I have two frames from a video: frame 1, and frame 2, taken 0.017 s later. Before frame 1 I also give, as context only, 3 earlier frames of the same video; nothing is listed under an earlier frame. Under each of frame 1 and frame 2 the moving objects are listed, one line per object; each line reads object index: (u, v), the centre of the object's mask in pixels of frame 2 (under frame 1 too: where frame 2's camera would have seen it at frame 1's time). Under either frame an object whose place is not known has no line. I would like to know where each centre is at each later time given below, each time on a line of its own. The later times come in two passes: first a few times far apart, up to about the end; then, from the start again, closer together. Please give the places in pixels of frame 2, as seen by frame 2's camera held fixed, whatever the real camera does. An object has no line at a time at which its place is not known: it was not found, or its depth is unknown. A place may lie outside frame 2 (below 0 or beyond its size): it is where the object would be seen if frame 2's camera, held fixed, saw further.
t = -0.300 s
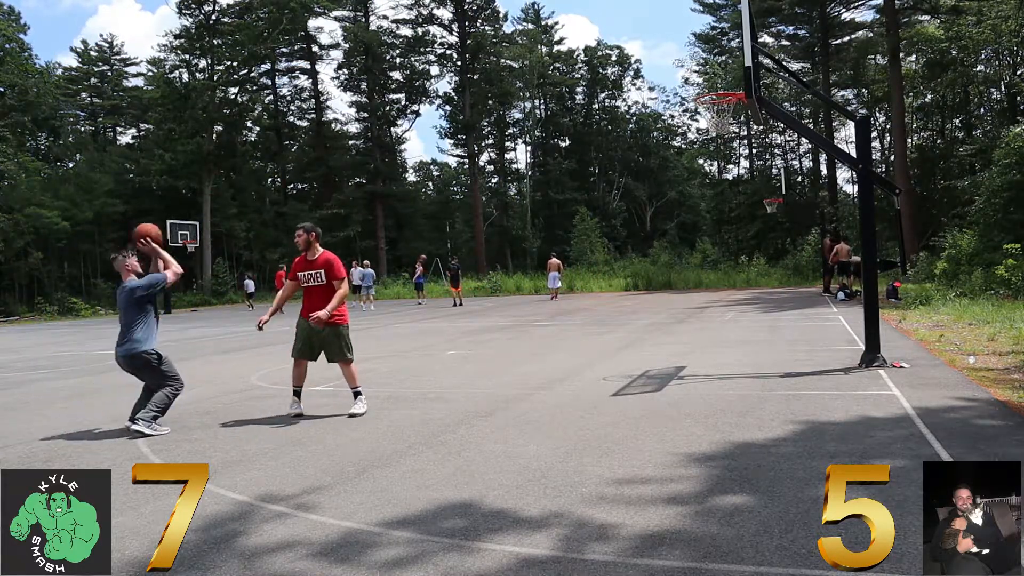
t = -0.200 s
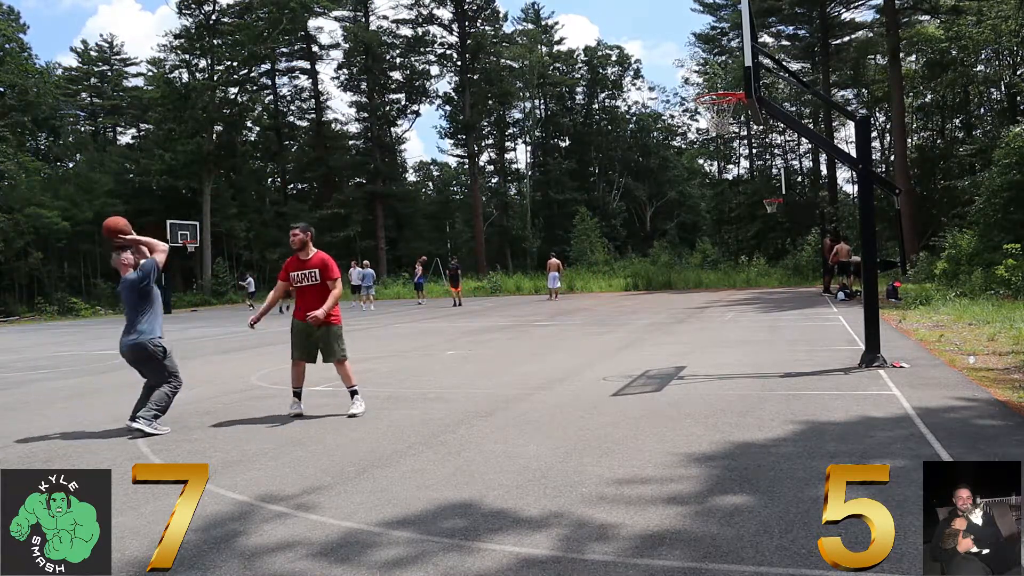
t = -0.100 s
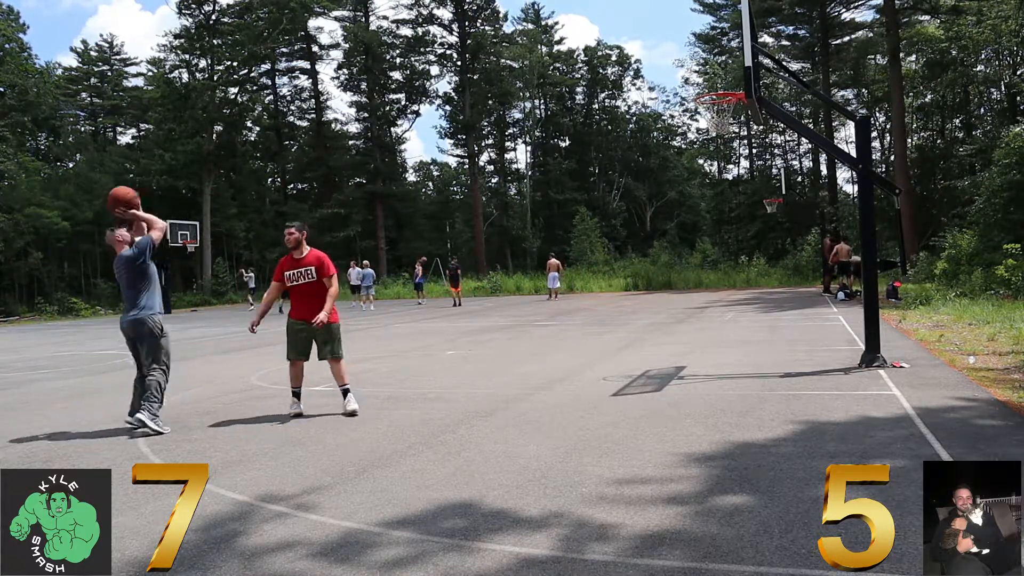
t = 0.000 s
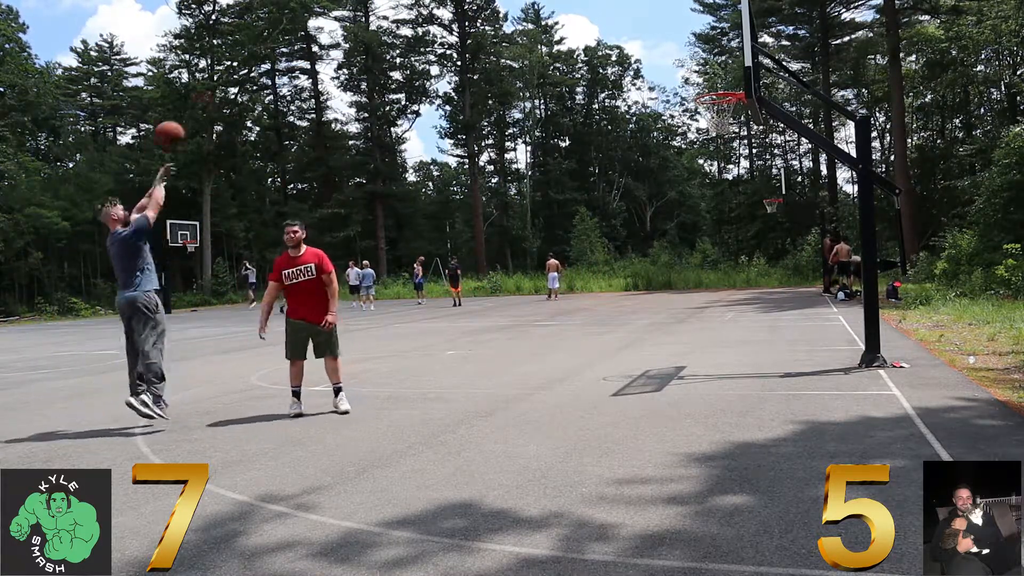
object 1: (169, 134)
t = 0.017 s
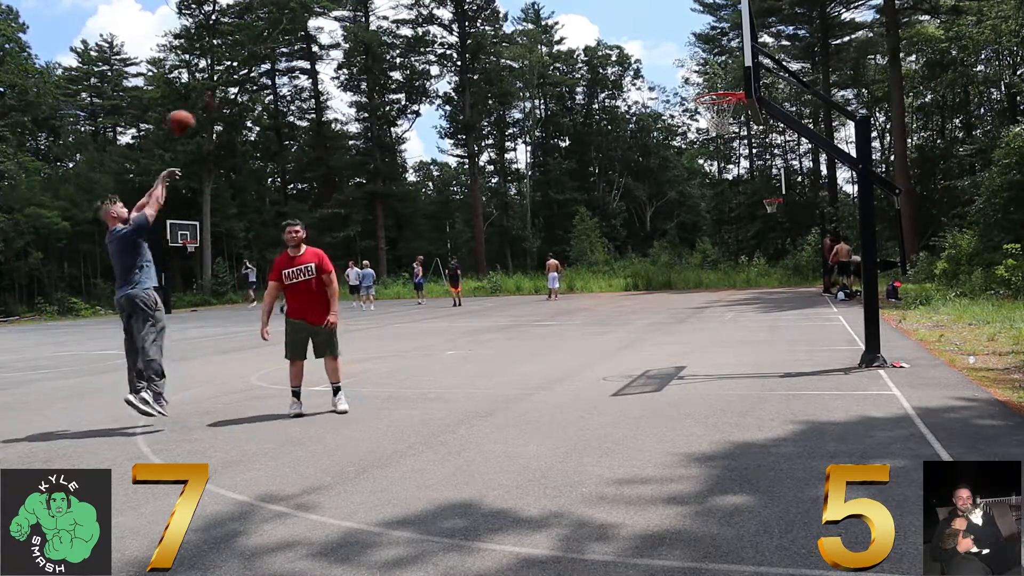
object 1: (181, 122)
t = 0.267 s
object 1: (333, 9)
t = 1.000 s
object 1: (685, 63)
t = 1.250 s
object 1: (713, 111)
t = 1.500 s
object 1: (711, 125)
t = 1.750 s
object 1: (724, 125)
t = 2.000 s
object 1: (725, 149)
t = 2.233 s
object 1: (724, 221)
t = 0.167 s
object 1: (273, 43)
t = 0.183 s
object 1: (285, 36)
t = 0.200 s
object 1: (294, 30)
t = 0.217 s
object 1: (303, 22)
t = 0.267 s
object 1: (333, 9)
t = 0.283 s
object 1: (342, 6)
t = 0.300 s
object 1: (353, 4)
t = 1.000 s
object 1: (685, 63)
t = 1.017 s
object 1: (692, 70)
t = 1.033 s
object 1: (698, 76)
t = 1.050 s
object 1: (706, 83)
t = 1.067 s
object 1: (711, 87)
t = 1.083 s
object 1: (717, 98)
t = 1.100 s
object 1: (718, 102)
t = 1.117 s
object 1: (719, 104)
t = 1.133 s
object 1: (720, 106)
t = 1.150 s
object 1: (720, 107)
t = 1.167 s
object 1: (719, 107)
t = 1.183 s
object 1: (718, 109)
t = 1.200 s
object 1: (717, 109)
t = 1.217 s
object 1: (715, 109)
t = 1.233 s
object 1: (716, 109)
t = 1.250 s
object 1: (713, 111)
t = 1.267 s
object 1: (713, 111)
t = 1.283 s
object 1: (711, 112)
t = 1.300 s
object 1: (711, 113)
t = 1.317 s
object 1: (711, 114)
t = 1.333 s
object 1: (710, 115)
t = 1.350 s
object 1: (709, 117)
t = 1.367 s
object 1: (710, 118)
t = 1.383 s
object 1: (709, 119)
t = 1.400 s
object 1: (709, 119)
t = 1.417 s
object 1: (709, 119)
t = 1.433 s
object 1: (709, 121)
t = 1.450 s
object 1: (711, 122)
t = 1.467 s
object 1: (710, 124)
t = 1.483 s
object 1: (710, 124)
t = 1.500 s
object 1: (711, 125)
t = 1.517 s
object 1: (713, 126)
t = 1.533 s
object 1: (714, 126)
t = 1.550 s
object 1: (715, 126)
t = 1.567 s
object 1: (716, 126)
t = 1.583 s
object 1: (717, 126)
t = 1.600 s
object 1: (719, 125)
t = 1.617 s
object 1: (719, 125)
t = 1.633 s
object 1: (720, 125)
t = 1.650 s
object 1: (721, 125)
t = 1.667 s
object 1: (722, 125)
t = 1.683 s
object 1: (723, 125)
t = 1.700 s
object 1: (723, 125)
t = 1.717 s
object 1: (724, 124)
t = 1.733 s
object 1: (724, 125)
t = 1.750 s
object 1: (724, 125)
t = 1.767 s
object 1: (724, 127)
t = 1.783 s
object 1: (724, 126)
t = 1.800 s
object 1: (724, 127)
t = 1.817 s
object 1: (724, 128)
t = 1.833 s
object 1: (724, 128)
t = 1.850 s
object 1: (724, 129)
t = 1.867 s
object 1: (726, 135)
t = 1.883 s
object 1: (725, 135)
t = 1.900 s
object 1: (725, 134)
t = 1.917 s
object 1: (725, 139)
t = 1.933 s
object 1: (724, 140)
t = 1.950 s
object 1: (724, 143)
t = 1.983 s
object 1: (724, 144)
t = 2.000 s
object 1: (725, 149)
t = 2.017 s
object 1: (725, 153)
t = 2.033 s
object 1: (723, 157)
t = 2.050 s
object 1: (724, 161)
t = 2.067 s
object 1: (723, 163)
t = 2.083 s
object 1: (724, 169)
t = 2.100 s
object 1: (725, 175)
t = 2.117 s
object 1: (725, 179)
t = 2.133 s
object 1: (724, 185)
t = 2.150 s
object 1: (723, 188)
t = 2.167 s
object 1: (724, 195)
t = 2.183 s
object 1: (725, 202)
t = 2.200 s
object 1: (725, 210)
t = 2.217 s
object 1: (725, 217)
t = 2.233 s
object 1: (724, 221)
